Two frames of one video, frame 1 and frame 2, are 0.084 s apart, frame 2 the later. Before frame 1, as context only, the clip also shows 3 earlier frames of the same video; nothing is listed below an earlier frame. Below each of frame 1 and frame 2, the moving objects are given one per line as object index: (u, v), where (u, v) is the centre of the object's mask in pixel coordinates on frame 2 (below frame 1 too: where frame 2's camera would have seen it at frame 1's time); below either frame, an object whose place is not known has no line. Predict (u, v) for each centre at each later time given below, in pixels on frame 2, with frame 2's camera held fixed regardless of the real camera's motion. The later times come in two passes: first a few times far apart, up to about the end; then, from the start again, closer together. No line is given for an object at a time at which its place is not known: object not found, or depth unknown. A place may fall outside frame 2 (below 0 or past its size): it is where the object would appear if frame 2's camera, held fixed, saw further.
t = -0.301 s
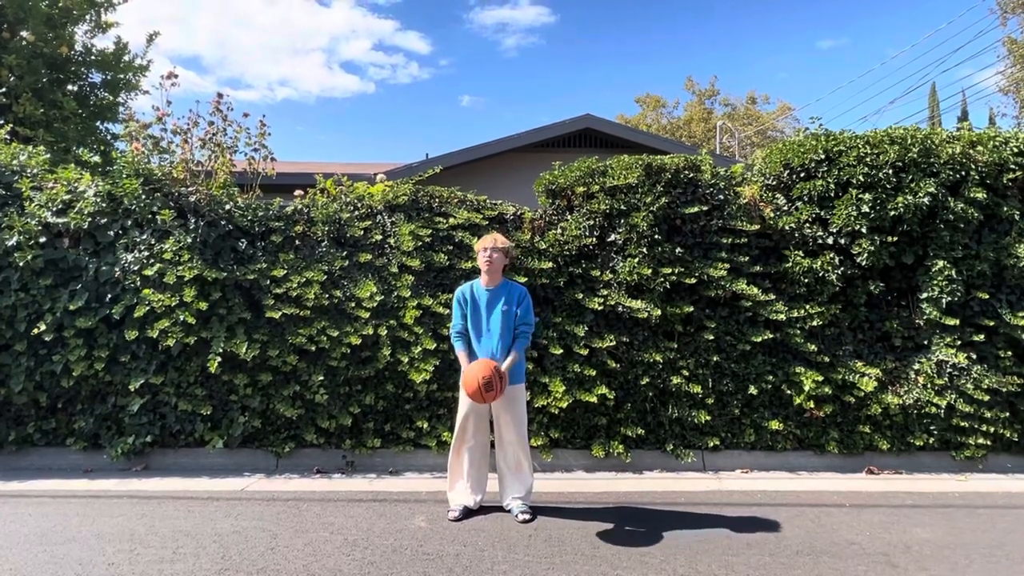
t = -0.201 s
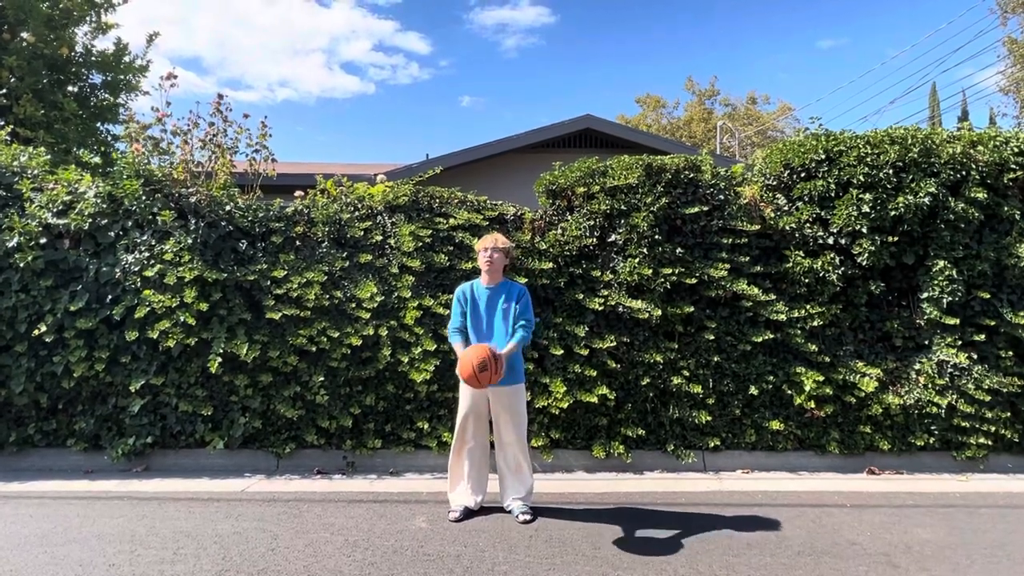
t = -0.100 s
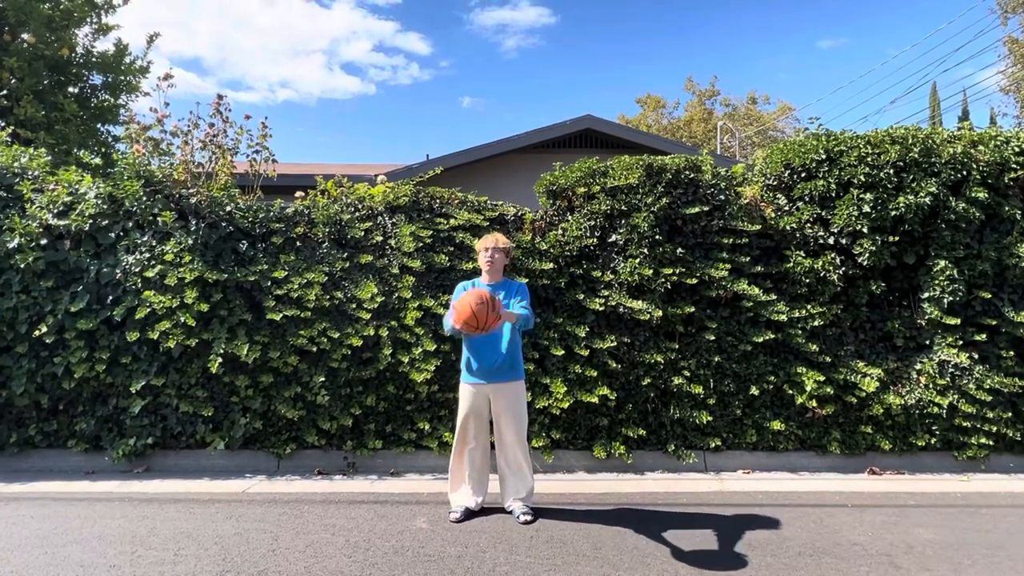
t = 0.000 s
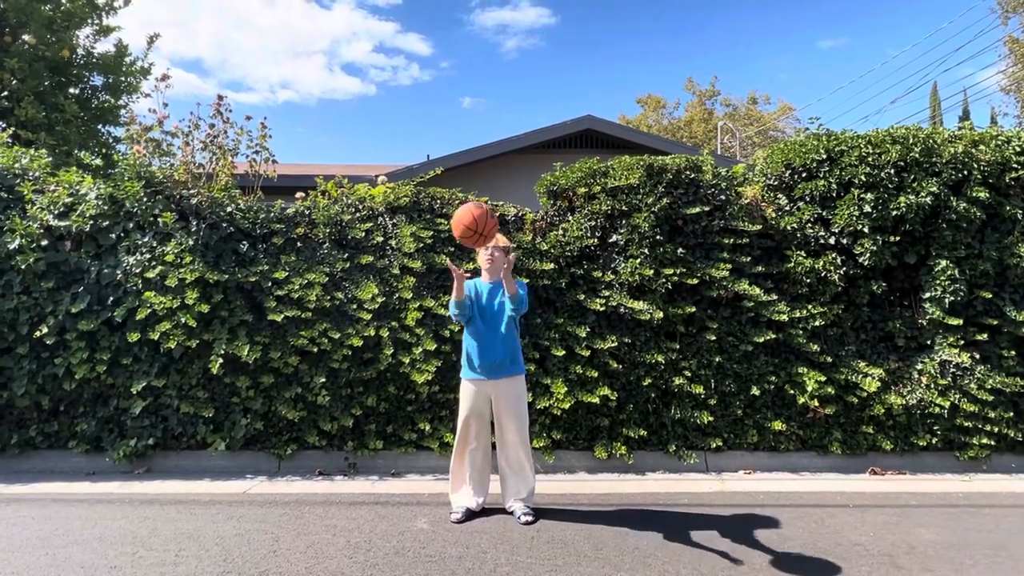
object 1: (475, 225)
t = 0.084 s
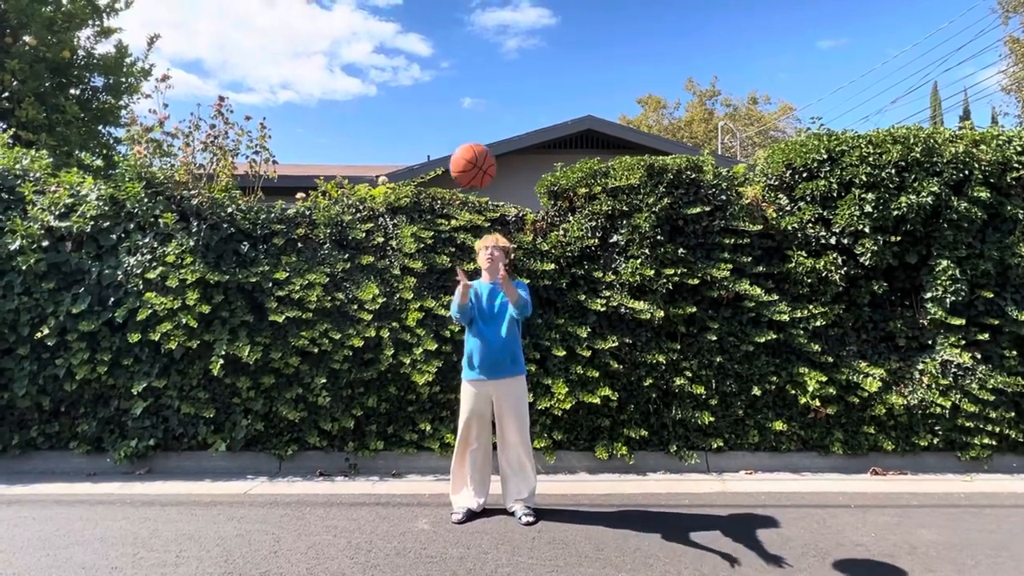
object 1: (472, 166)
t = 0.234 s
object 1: (469, 92)
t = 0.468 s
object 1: (462, 60)
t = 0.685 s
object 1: (455, 121)
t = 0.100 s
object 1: (472, 156)
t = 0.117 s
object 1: (472, 146)
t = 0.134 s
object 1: (471, 136)
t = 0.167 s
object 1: (470, 120)
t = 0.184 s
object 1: (470, 112)
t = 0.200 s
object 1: (470, 105)
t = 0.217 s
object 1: (469, 99)
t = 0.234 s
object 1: (469, 92)
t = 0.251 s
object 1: (468, 87)
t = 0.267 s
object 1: (468, 82)
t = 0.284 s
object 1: (467, 77)
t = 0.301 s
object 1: (467, 73)
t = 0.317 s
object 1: (466, 69)
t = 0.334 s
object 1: (466, 66)
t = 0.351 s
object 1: (465, 64)
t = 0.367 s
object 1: (465, 62)
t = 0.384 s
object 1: (464, 60)
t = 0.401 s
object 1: (464, 59)
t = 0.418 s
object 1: (463, 59)
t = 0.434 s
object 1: (463, 59)
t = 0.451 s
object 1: (462, 59)
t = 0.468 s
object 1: (462, 60)
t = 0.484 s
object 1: (461, 62)
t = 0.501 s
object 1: (461, 64)
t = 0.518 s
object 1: (460, 66)
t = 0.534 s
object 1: (460, 69)
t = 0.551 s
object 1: (459, 73)
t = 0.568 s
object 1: (458, 77)
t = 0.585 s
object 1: (458, 81)
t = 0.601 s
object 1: (458, 87)
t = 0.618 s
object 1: (457, 93)
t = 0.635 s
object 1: (456, 99)
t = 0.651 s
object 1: (456, 106)
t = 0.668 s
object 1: (455, 113)
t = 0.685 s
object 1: (455, 121)
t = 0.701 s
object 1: (455, 130)
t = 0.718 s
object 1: (454, 138)
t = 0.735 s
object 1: (453, 148)
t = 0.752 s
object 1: (452, 159)
